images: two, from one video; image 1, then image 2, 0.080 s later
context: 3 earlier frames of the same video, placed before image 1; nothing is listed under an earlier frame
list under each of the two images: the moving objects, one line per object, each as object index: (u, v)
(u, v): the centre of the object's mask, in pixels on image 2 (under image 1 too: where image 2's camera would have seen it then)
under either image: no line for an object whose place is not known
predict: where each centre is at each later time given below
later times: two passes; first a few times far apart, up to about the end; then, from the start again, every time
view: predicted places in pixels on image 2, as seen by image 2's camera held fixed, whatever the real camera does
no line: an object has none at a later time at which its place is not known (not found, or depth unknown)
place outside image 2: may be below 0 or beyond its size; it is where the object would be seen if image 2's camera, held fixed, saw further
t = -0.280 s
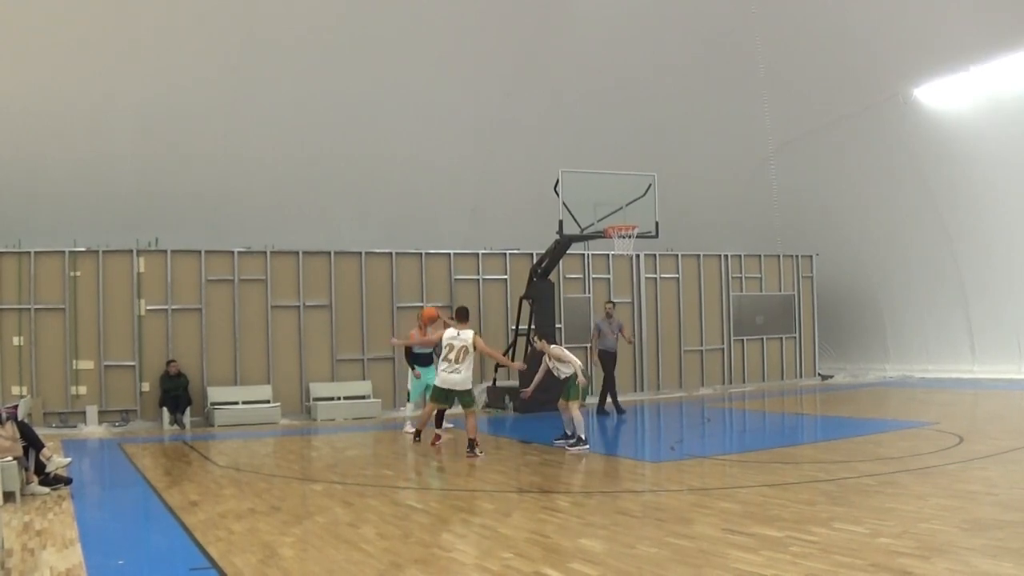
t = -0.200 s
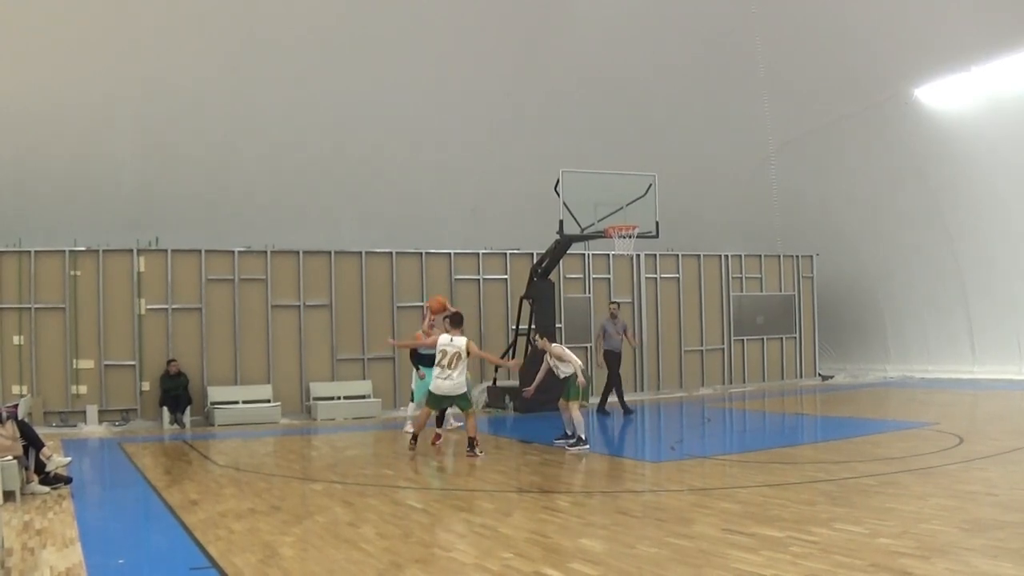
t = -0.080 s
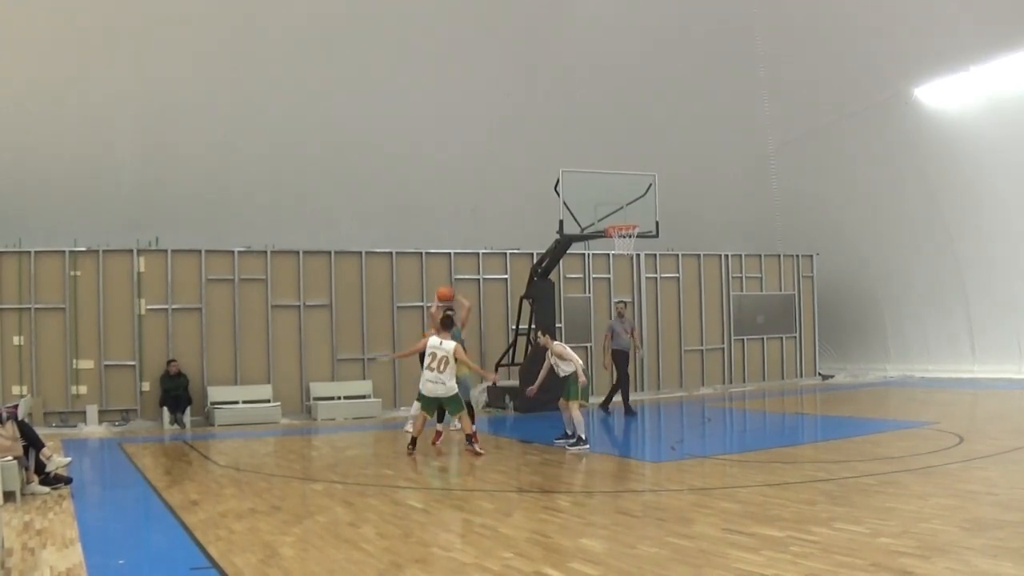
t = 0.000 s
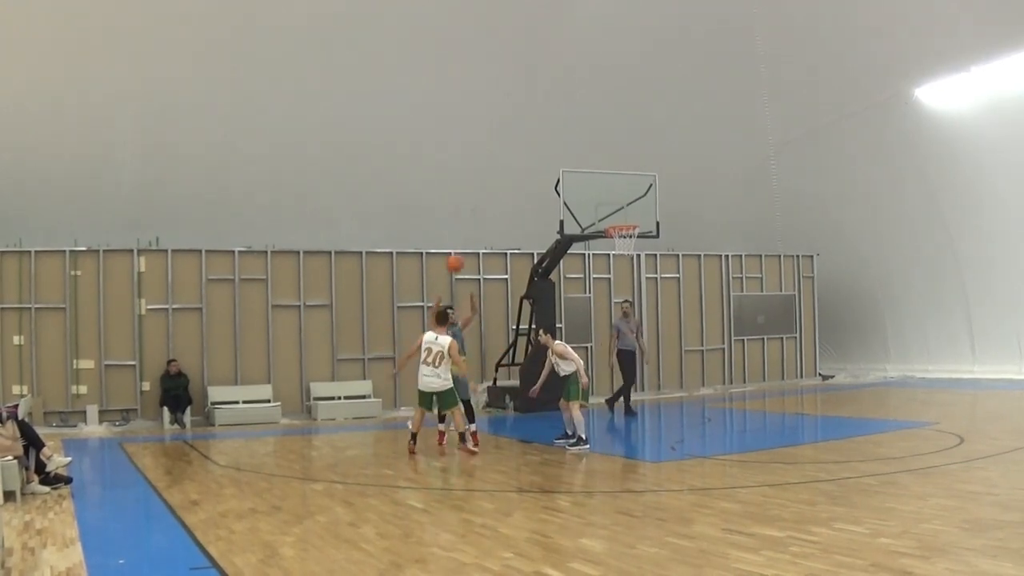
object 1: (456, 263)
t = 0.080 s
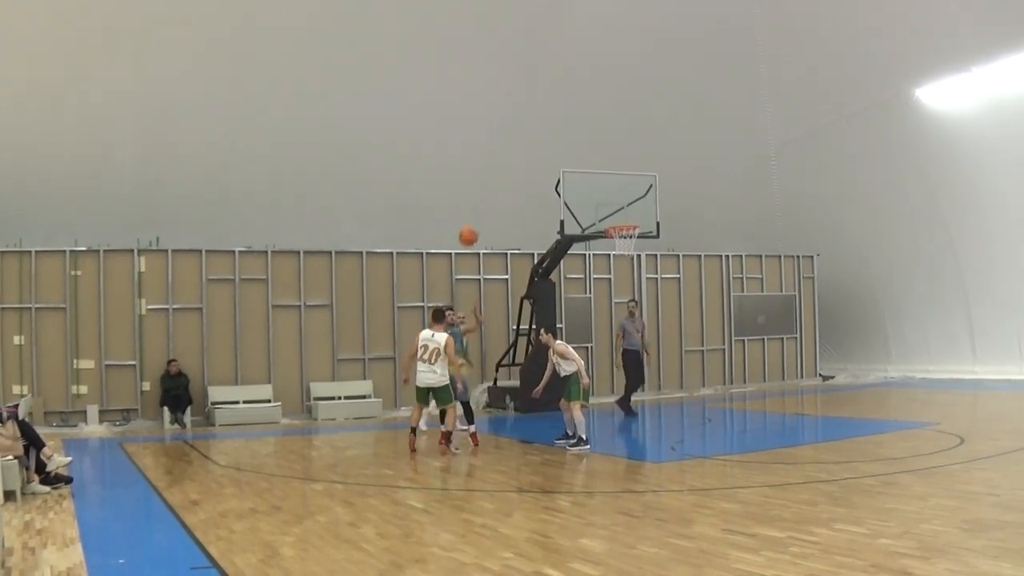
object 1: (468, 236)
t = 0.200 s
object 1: (491, 199)
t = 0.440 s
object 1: (556, 150)
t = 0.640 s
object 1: (638, 148)
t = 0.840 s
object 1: (767, 216)
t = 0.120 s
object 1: (475, 223)
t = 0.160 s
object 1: (483, 211)
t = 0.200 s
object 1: (491, 199)
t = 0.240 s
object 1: (500, 188)
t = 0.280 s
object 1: (510, 178)
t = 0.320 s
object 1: (520, 169)
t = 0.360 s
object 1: (531, 161)
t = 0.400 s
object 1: (543, 155)
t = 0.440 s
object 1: (556, 150)
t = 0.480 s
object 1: (570, 146)
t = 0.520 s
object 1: (584, 144)
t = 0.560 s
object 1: (600, 143)
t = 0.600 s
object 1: (618, 144)
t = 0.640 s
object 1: (638, 148)
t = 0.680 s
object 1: (659, 155)
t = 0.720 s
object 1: (683, 164)
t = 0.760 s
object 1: (708, 177)
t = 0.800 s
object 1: (736, 195)
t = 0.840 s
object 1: (767, 216)
